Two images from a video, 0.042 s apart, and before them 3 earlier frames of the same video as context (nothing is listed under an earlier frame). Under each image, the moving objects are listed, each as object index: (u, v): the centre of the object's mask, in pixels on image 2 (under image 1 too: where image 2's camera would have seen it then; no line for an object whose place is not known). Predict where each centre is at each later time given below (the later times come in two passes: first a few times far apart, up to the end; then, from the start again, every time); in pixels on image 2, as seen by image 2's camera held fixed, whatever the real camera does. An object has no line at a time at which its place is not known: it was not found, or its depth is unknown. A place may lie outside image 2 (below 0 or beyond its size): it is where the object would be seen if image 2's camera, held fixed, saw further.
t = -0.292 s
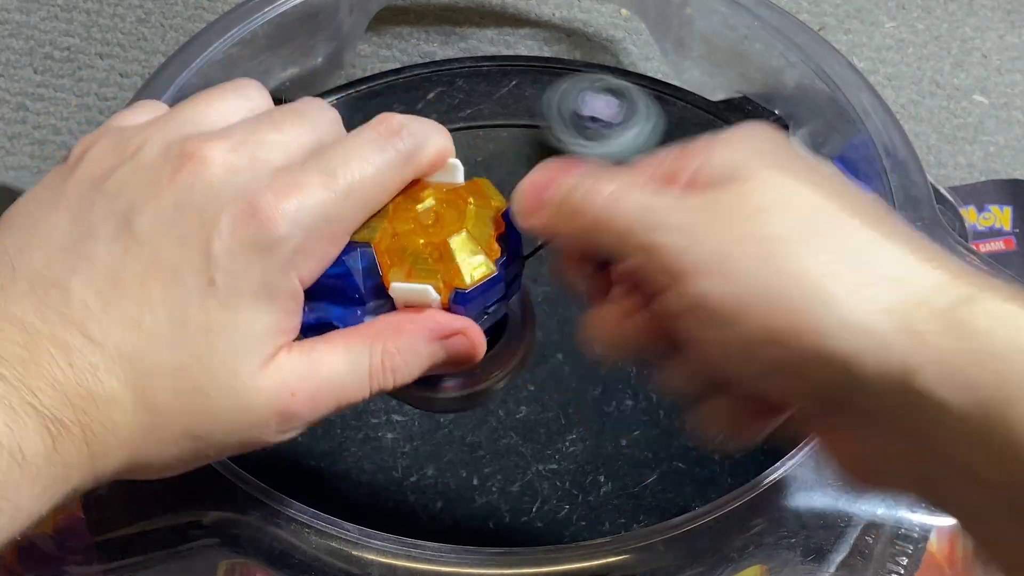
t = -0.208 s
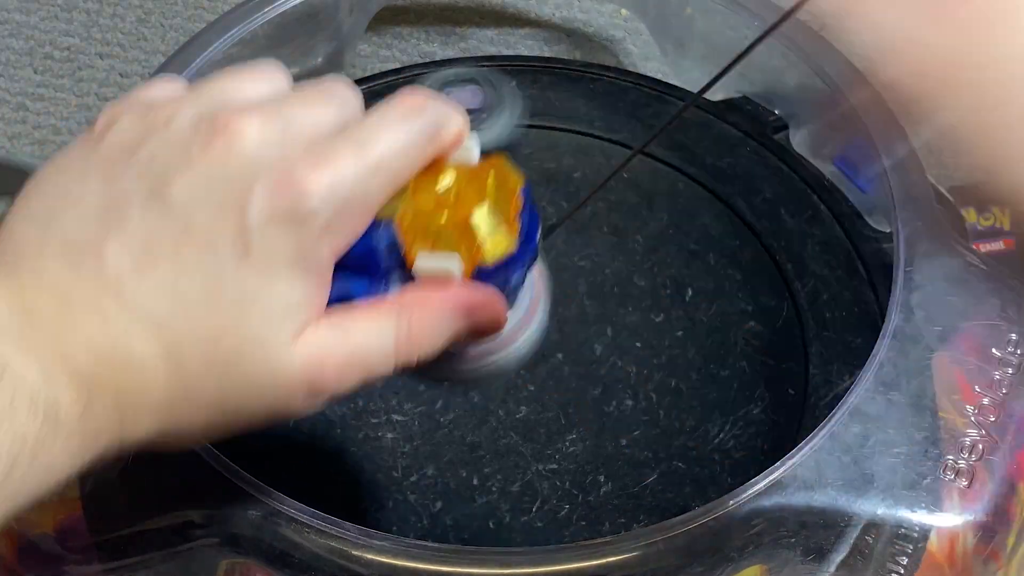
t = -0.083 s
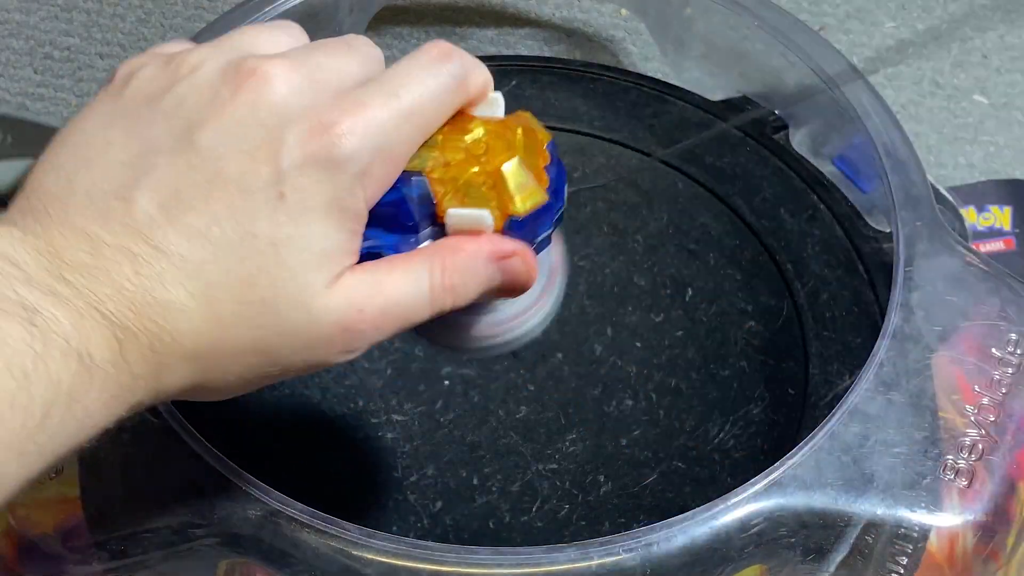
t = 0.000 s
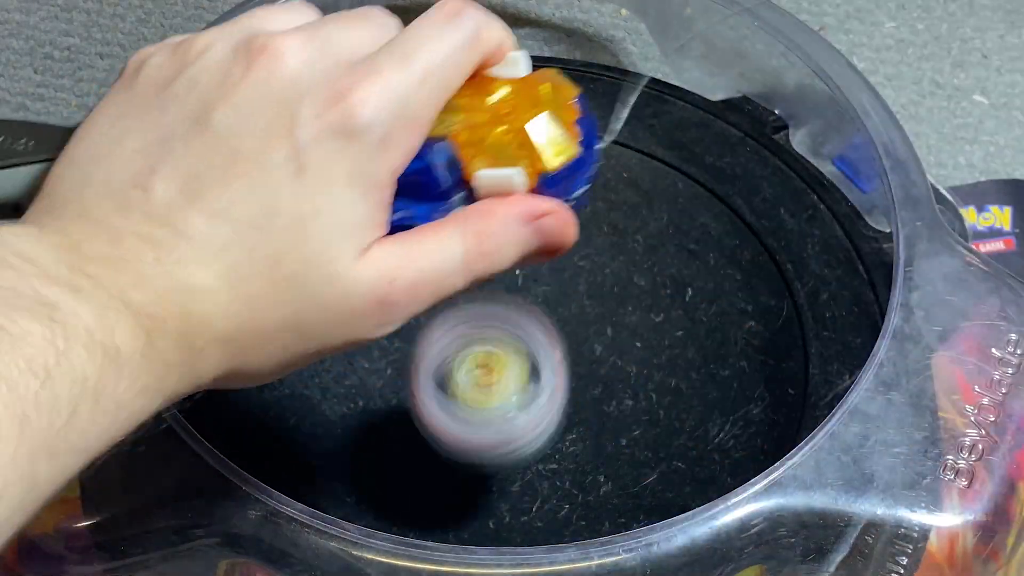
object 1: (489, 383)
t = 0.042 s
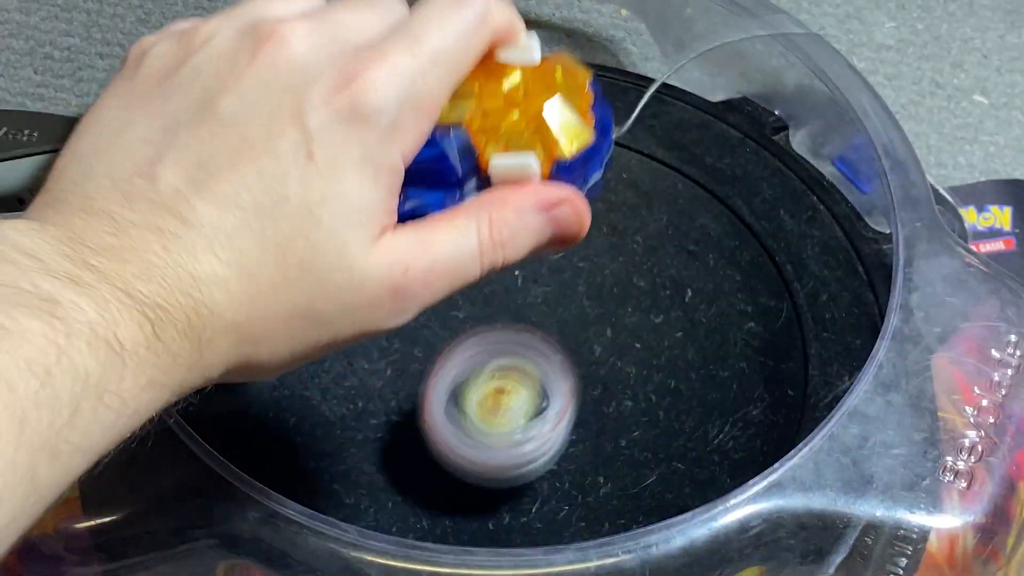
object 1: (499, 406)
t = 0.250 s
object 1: (573, 267)
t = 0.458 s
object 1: (473, 189)
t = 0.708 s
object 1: (261, 411)
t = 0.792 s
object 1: (330, 520)
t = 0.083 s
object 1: (520, 348)
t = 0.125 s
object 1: (540, 315)
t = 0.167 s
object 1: (561, 313)
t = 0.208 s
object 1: (578, 314)
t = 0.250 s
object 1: (573, 267)
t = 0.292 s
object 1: (571, 246)
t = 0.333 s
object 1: (559, 224)
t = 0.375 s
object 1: (540, 207)
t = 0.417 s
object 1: (512, 193)
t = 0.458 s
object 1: (473, 189)
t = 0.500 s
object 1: (427, 196)
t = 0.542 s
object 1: (377, 216)
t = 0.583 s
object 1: (330, 249)
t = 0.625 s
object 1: (290, 295)
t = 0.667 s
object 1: (265, 353)
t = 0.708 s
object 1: (261, 411)
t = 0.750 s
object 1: (281, 478)
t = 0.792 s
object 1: (330, 520)
